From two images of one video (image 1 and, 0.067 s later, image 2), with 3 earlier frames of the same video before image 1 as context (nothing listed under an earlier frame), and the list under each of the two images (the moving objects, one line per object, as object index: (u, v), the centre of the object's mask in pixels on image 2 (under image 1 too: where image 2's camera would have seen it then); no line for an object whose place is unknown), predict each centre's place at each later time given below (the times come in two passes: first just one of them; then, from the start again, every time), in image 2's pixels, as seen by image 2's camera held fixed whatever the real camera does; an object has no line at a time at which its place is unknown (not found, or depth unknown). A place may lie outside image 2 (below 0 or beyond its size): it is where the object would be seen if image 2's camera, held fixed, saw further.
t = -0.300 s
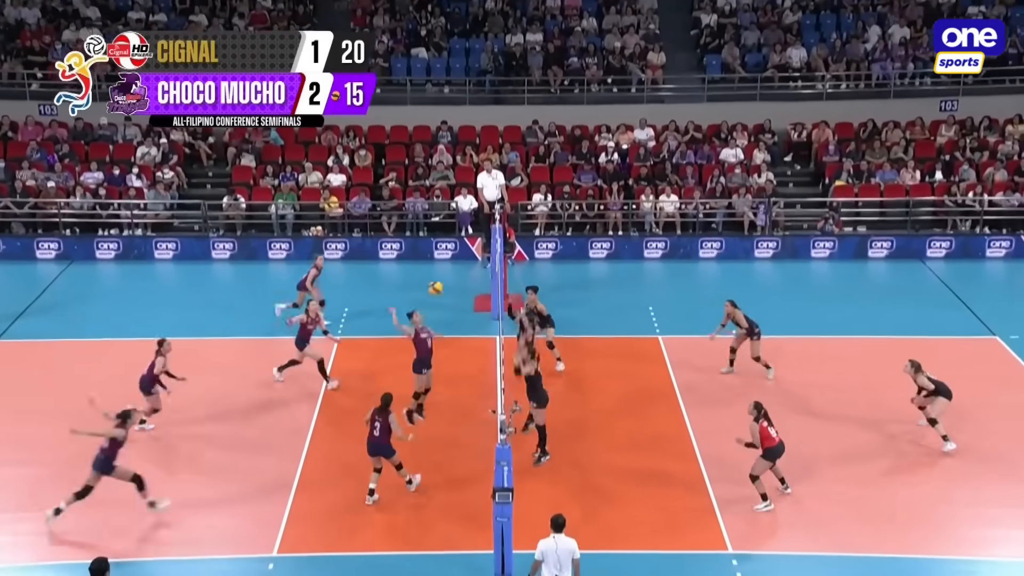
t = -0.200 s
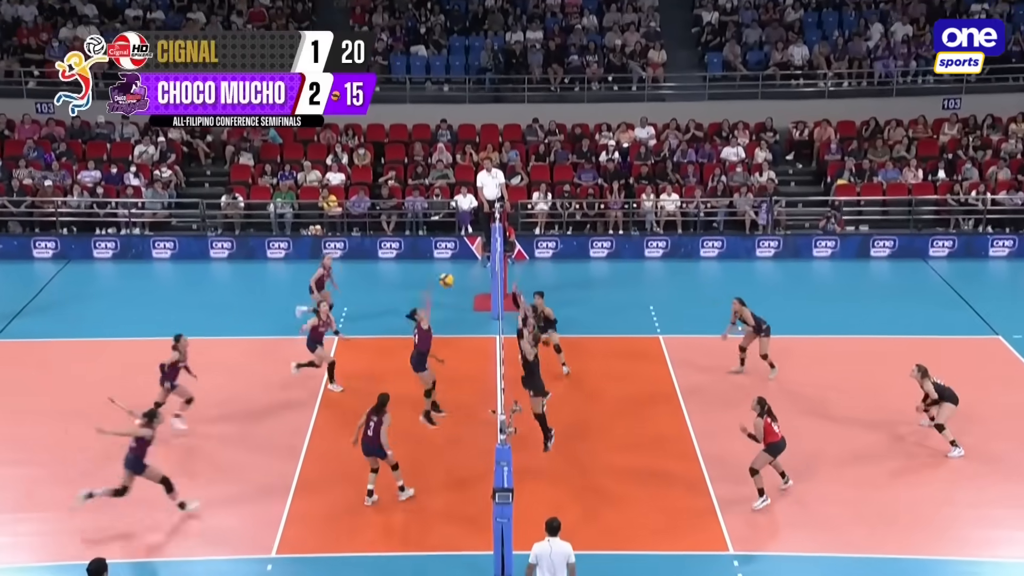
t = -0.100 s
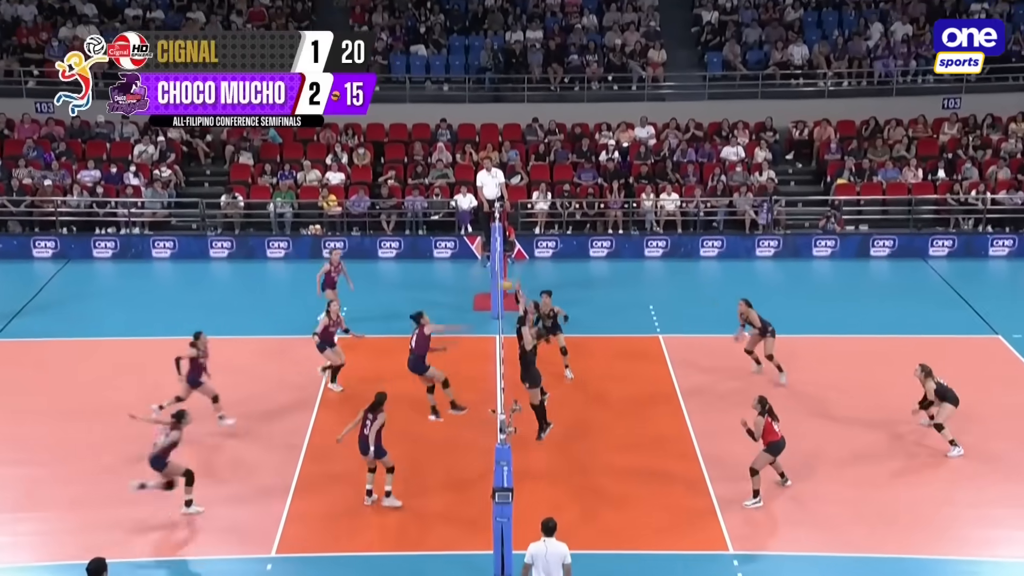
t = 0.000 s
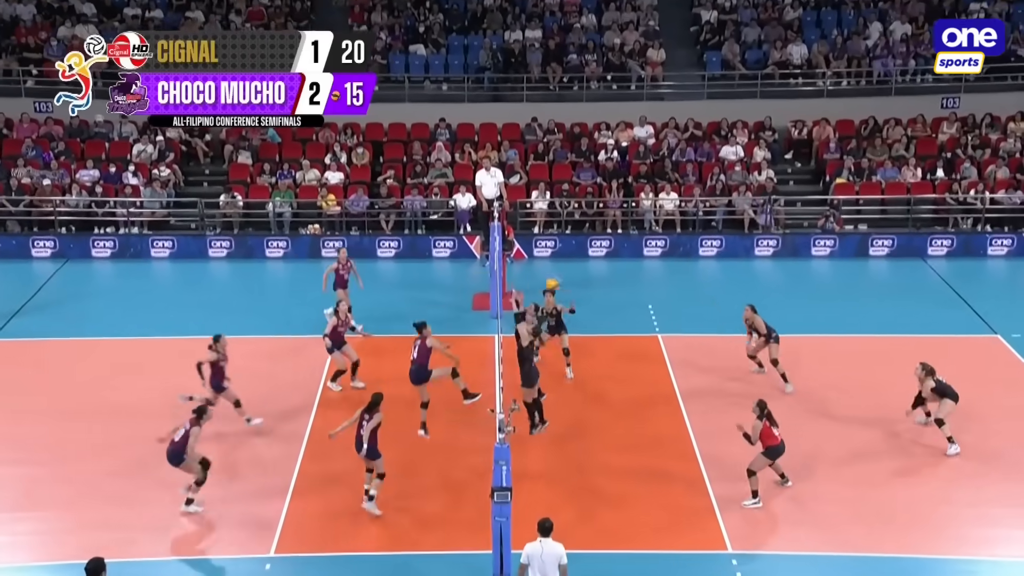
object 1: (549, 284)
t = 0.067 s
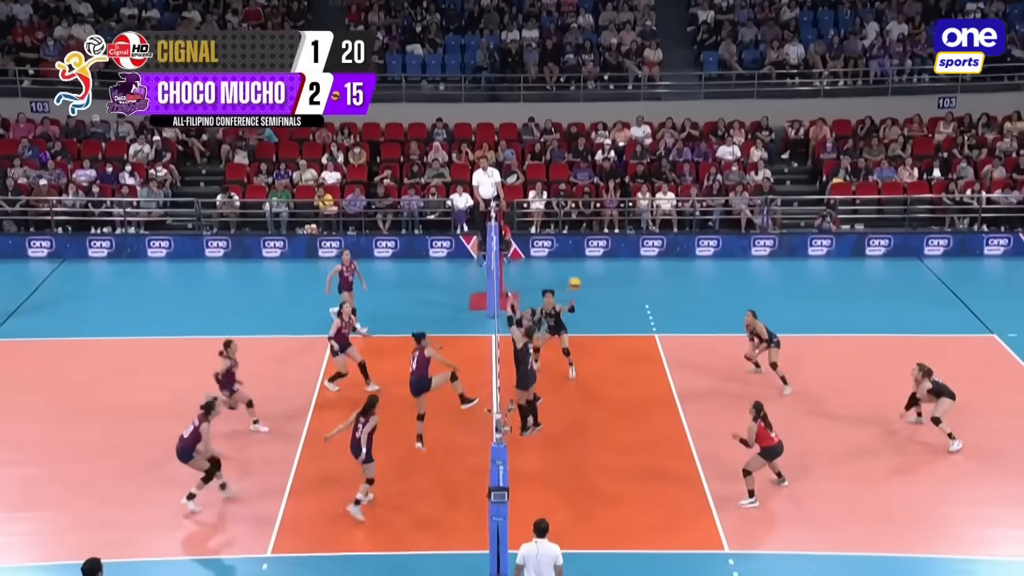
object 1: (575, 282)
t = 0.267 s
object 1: (644, 302)
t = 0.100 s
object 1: (588, 285)
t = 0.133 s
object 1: (599, 287)
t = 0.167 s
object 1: (610, 289)
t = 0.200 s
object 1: (622, 293)
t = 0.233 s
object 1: (633, 297)
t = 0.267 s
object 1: (644, 302)
